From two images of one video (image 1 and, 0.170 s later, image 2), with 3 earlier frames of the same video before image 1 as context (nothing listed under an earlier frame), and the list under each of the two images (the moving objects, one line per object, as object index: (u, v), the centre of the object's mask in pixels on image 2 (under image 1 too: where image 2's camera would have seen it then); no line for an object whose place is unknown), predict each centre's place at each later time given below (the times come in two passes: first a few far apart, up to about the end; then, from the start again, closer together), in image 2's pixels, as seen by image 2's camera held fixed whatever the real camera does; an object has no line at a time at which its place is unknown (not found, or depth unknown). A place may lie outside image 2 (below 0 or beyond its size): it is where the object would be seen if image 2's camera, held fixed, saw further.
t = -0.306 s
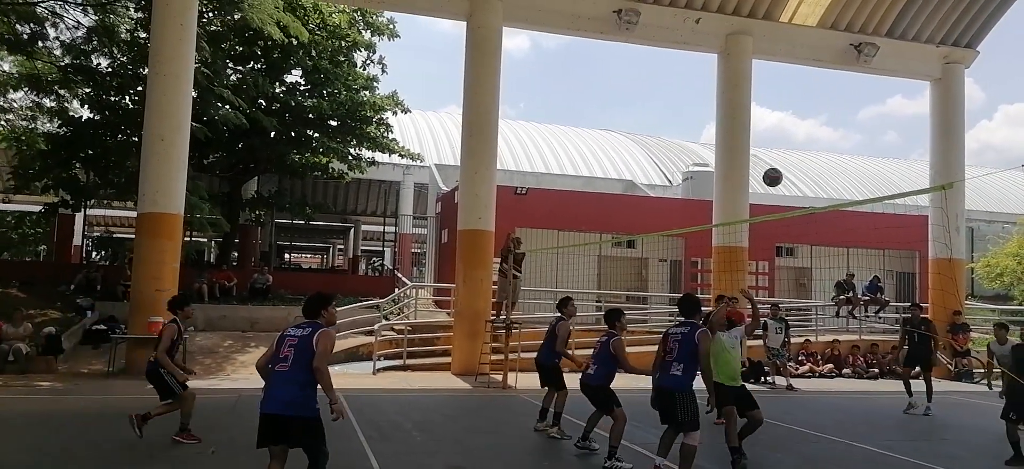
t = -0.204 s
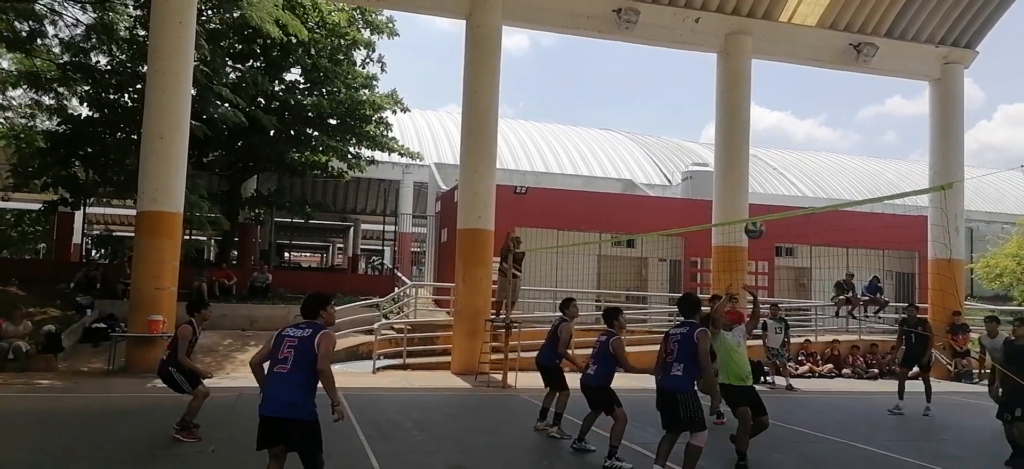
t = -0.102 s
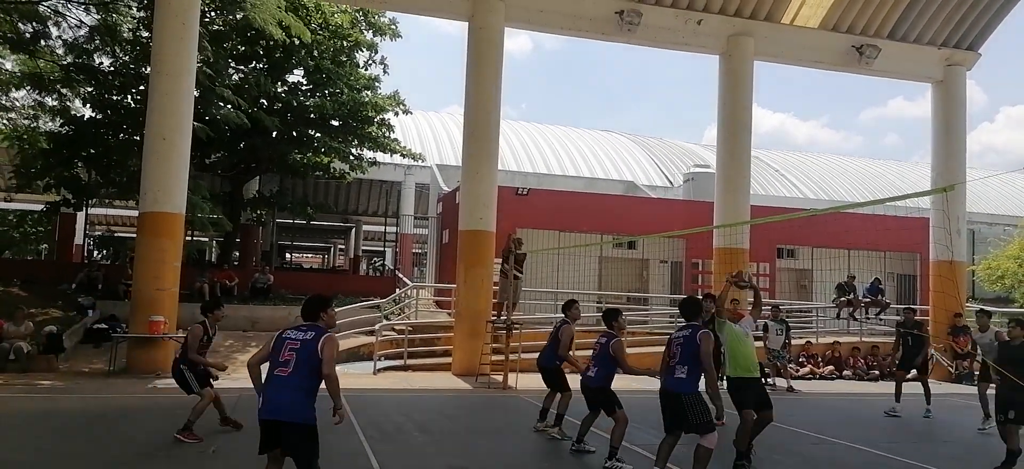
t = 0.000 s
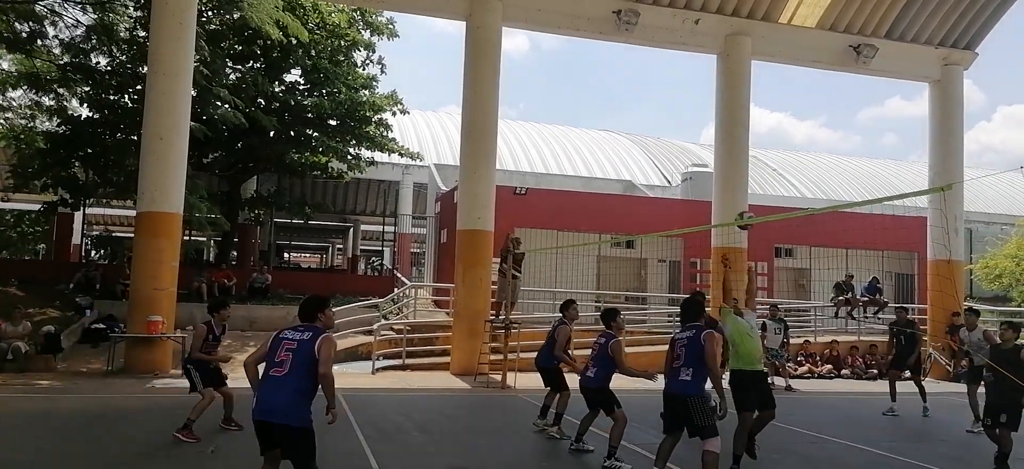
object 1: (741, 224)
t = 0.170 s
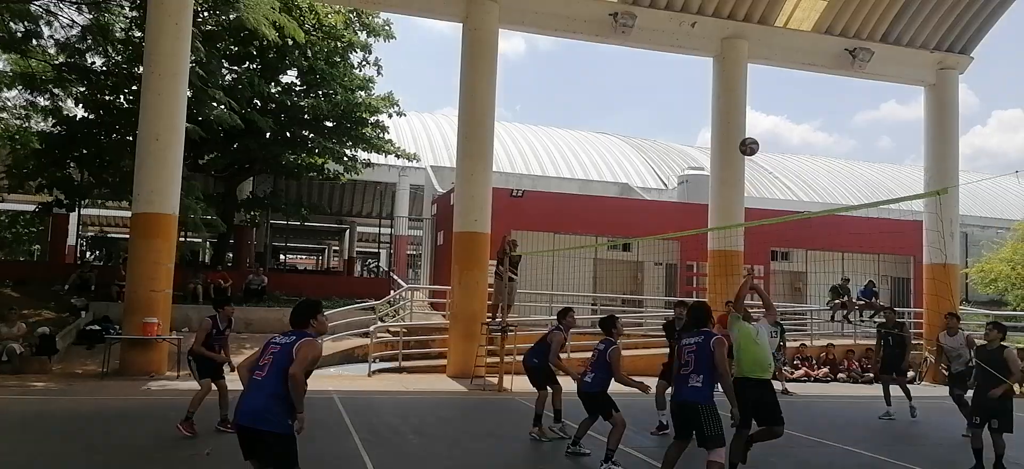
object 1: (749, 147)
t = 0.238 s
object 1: (752, 124)
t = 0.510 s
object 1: (759, 79)
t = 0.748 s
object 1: (763, 89)
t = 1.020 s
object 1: (765, 157)
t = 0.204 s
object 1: (750, 135)
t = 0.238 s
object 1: (752, 124)
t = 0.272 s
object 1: (753, 115)
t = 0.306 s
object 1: (754, 107)
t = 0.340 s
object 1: (754, 99)
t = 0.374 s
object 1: (756, 93)
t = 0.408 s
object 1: (757, 88)
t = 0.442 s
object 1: (757, 84)
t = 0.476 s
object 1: (758, 81)
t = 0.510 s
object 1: (759, 79)
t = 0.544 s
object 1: (759, 77)
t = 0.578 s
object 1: (761, 77)
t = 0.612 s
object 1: (761, 78)
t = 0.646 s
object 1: (762, 79)
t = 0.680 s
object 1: (762, 82)
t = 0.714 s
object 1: (762, 85)
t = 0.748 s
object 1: (763, 89)
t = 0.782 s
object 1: (763, 94)
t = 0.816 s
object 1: (764, 101)
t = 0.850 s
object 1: (764, 108)
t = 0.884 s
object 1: (764, 116)
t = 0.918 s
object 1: (764, 125)
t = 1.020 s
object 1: (765, 157)
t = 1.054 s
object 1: (765, 169)
